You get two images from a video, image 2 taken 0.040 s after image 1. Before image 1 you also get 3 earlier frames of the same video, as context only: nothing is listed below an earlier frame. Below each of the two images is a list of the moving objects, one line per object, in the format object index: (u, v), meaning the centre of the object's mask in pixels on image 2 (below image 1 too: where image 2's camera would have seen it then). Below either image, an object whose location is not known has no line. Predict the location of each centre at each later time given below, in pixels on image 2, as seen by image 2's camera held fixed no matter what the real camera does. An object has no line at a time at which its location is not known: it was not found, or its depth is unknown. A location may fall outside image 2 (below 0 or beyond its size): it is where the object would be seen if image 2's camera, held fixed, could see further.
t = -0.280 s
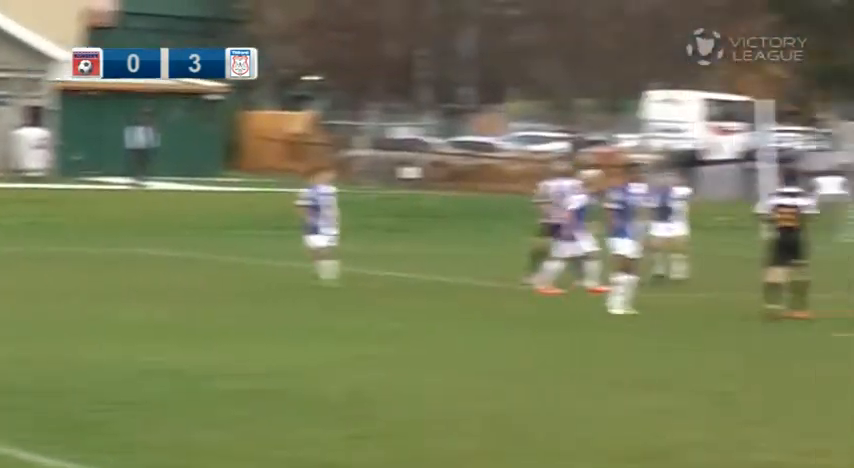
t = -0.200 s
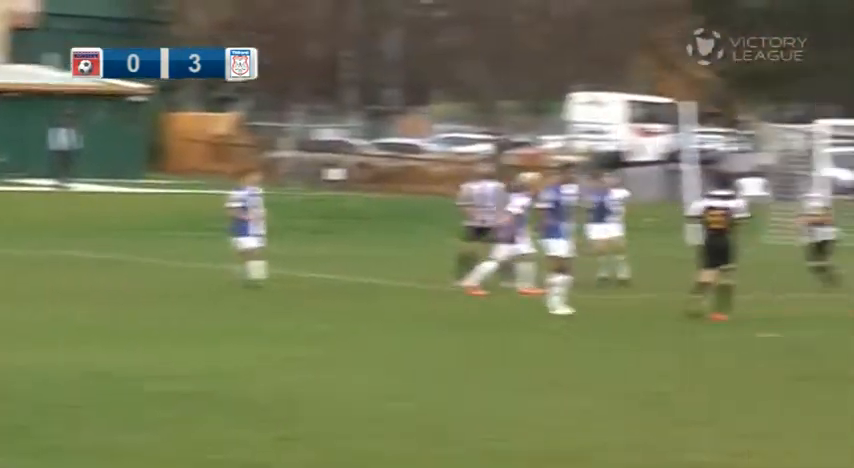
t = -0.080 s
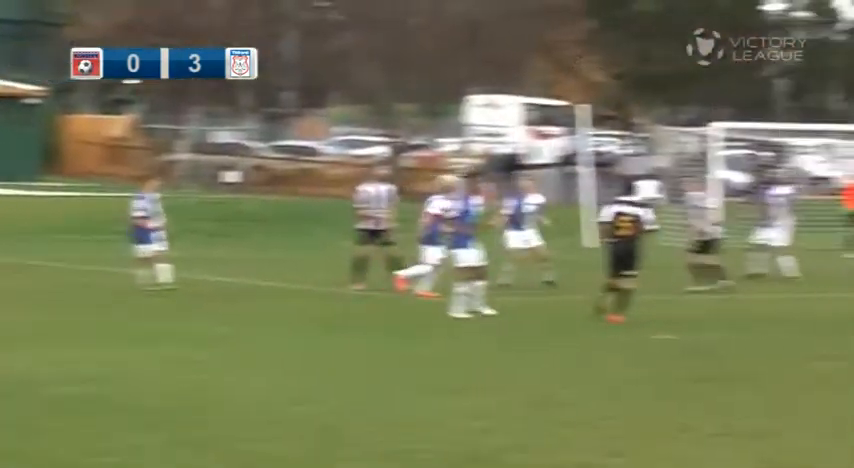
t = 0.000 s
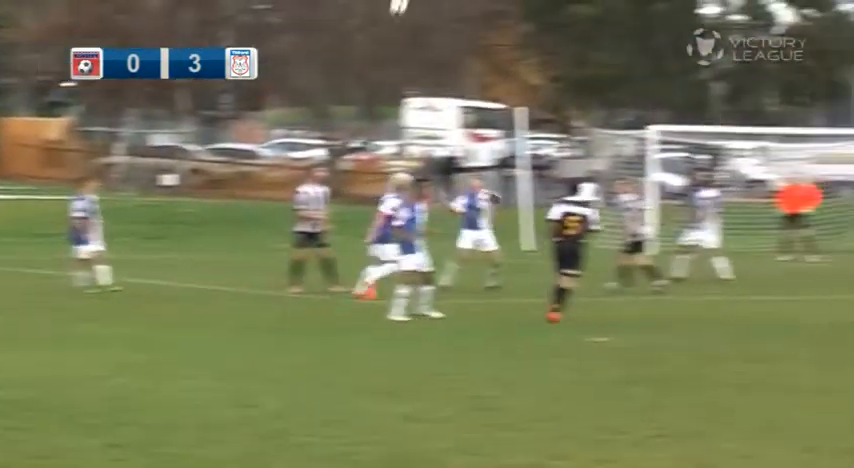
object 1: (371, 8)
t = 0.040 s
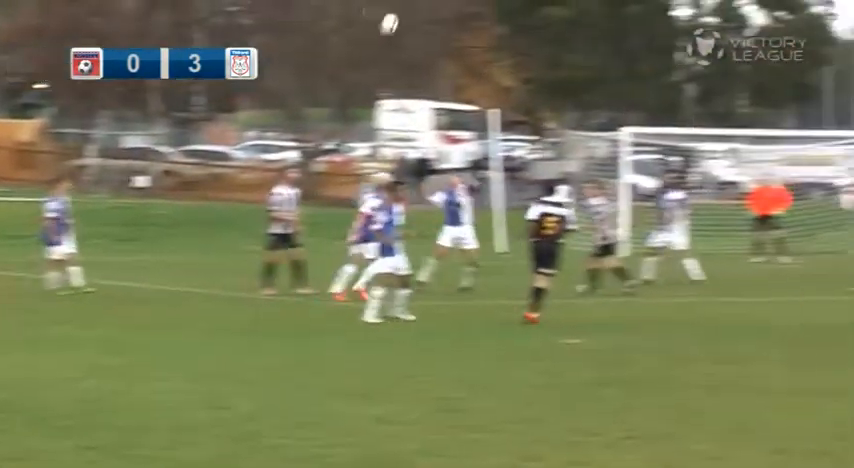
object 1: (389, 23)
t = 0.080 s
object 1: (406, 40)
